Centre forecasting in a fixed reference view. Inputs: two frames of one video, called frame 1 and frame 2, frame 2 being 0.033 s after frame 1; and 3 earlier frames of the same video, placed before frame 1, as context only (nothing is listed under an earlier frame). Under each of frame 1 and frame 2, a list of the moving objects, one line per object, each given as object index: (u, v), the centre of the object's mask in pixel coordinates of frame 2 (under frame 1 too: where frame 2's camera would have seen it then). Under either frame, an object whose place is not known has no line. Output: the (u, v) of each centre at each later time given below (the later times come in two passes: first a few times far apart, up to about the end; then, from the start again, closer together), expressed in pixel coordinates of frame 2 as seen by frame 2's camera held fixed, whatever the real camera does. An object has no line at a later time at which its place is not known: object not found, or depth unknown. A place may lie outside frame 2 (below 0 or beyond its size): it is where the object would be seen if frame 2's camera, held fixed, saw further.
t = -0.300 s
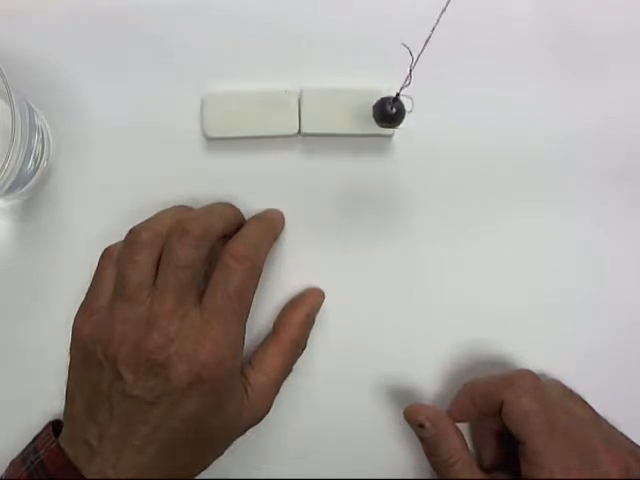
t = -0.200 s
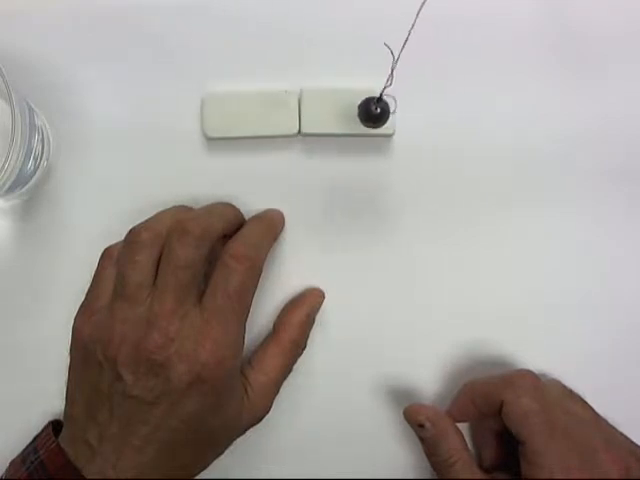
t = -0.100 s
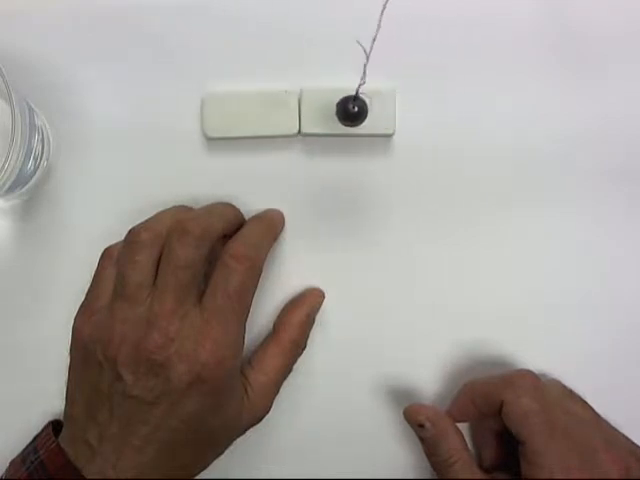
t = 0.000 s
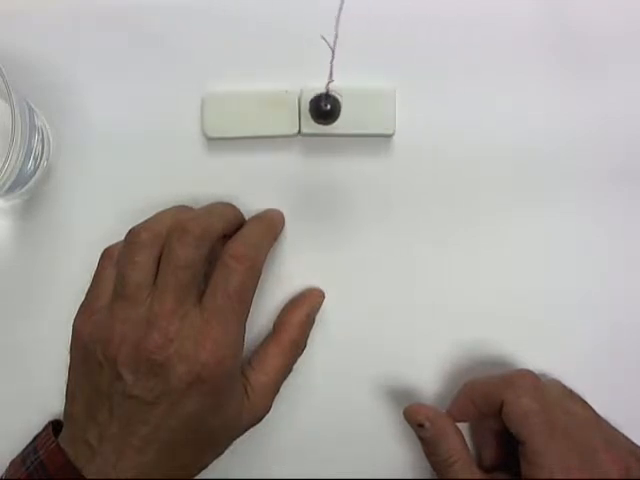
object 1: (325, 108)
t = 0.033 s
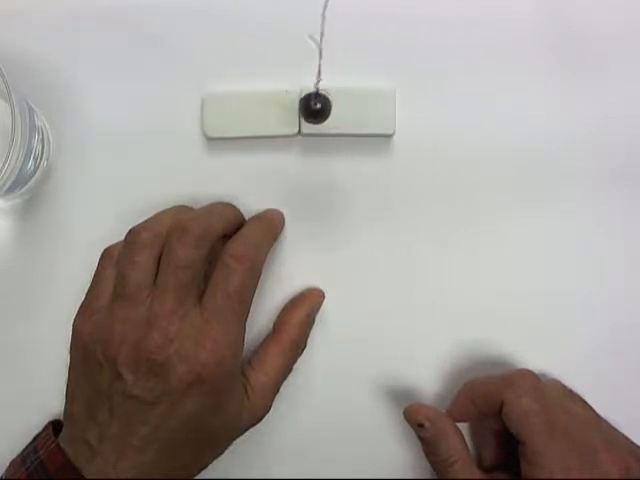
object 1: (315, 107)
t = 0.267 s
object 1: (249, 98)
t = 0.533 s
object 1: (207, 90)
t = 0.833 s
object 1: (234, 88)
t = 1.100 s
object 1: (305, 95)
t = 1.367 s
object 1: (374, 104)
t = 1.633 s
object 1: (396, 111)
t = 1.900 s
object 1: (355, 111)
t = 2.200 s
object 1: (271, 102)
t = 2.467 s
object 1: (214, 92)
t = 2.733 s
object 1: (215, 88)
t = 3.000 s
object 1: (272, 92)
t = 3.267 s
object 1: (348, 101)
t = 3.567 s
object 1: (395, 110)
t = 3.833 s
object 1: (372, 111)
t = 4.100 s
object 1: (304, 106)
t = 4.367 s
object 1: (234, 96)
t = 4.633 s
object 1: (207, 89)
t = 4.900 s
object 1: (243, 90)
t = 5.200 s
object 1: (326, 99)
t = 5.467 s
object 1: (384, 107)
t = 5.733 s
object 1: (389, 112)
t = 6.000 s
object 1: (336, 110)
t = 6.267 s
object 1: (261, 100)
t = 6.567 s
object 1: (209, 90)
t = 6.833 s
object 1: (226, 89)
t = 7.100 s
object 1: (293, 95)
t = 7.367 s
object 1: (364, 104)
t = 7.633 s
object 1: (394, 111)
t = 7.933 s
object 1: (356, 111)
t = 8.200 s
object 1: (283, 104)
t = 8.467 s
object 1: (221, 94)
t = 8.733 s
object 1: (211, 88)
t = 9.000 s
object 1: (260, 91)
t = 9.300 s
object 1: (344, 101)
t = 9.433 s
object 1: (374, 105)
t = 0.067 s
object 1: (306, 106)
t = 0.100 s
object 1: (296, 105)
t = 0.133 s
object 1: (286, 103)
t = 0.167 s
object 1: (276, 102)
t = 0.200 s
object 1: (267, 101)
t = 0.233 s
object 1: (258, 100)
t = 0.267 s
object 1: (249, 98)
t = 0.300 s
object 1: (241, 97)
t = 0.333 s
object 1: (234, 96)
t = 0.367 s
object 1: (227, 95)
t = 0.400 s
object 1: (222, 93)
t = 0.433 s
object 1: (216, 92)
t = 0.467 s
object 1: (212, 92)
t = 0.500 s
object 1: (209, 90)
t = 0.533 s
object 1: (207, 90)
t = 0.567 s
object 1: (206, 89)
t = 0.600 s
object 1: (206, 88)
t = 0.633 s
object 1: (207, 88)
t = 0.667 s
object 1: (209, 88)
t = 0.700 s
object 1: (212, 88)
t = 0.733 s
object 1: (216, 88)
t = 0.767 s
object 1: (221, 88)
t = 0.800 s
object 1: (227, 88)
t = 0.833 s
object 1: (234, 88)
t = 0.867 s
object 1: (241, 89)
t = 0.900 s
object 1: (249, 90)
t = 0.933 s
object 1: (258, 91)
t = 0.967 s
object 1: (267, 91)
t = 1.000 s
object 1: (276, 92)
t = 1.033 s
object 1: (286, 93)
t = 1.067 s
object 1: (295, 94)
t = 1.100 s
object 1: (305, 95)
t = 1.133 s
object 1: (315, 97)
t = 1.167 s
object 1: (325, 98)
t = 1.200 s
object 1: (334, 99)
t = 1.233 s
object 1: (343, 100)
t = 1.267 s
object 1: (352, 101)
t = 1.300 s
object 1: (360, 102)
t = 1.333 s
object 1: (367, 103)
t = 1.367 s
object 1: (374, 104)
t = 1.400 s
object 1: (380, 105)
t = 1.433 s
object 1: (385, 106)
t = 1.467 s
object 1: (389, 107)
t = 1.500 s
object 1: (393, 108)
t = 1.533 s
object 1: (395, 109)
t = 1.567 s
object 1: (396, 109)
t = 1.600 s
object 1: (396, 110)
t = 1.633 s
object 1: (396, 111)
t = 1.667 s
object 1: (394, 111)
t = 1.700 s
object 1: (391, 111)
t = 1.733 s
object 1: (387, 111)
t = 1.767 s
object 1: (382, 111)
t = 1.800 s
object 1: (377, 111)
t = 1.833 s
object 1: (370, 111)
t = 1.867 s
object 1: (363, 111)
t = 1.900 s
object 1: (355, 111)
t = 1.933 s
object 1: (347, 110)
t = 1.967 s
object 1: (338, 109)
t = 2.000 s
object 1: (329, 108)
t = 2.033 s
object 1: (319, 107)
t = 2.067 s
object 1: (310, 106)
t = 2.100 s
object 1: (300, 105)
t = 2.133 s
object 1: (290, 104)
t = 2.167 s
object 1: (280, 103)
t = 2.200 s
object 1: (271, 102)
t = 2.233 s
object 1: (262, 100)
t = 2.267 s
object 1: (253, 99)
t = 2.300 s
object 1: (245, 98)
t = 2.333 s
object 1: (238, 97)
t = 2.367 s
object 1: (231, 96)
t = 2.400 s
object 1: (224, 94)
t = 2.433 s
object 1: (219, 93)
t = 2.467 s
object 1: (214, 92)
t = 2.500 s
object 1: (211, 91)
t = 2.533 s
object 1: (208, 90)
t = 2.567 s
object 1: (207, 89)
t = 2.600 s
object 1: (206, 89)
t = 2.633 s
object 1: (207, 88)
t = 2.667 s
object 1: (208, 88)
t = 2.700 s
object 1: (211, 88)
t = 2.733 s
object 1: (215, 88)
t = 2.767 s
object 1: (220, 88)
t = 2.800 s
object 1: (225, 88)
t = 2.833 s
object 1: (231, 89)
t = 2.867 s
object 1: (238, 89)
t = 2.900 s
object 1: (246, 90)
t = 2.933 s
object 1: (254, 90)
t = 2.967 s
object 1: (263, 91)
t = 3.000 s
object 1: (272, 92)
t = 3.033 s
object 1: (281, 93)
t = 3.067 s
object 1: (291, 94)
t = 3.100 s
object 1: (301, 95)
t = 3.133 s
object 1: (311, 96)
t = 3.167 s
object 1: (320, 97)
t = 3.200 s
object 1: (330, 99)
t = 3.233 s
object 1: (339, 100)
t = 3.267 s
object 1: (348, 101)
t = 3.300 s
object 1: (356, 102)
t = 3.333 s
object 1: (363, 103)
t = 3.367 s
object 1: (371, 104)
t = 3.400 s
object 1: (377, 105)
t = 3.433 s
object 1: (382, 106)
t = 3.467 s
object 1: (387, 107)
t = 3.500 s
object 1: (390, 108)
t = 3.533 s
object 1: (393, 109)
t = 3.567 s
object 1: (395, 110)
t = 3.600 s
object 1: (396, 110)
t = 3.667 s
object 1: (394, 111)
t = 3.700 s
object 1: (391, 112)
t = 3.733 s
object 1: (388, 112)
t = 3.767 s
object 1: (383, 112)
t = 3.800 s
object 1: (378, 112)
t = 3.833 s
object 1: (372, 111)
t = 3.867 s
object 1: (366, 111)
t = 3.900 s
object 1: (358, 111)
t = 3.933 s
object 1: (350, 111)
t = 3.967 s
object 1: (341, 110)
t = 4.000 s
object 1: (332, 109)
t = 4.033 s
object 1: (323, 108)
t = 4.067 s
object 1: (314, 107)
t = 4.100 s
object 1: (304, 106)
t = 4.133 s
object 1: (294, 105)
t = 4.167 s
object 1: (285, 104)
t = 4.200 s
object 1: (275, 103)
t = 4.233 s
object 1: (266, 101)
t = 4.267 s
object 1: (257, 100)
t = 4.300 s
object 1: (249, 99)
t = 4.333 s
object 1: (241, 97)
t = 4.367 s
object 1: (234, 96)
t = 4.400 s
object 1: (227, 95)
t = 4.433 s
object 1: (221, 94)
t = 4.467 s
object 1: (216, 93)
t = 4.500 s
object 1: (213, 92)
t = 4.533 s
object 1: (210, 91)
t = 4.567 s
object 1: (208, 90)
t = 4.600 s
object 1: (207, 89)
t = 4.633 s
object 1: (207, 89)
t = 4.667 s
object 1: (208, 88)
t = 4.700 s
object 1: (210, 88)
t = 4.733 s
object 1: (213, 88)
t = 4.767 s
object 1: (217, 88)
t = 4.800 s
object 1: (223, 88)
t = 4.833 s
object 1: (228, 88)
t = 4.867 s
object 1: (235, 89)
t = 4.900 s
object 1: (243, 90)
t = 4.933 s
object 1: (250, 90)
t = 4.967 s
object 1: (259, 91)
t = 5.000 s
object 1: (268, 92)
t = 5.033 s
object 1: (277, 93)
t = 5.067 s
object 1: (287, 94)
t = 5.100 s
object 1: (297, 95)
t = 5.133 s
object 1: (306, 96)
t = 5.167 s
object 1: (316, 97)
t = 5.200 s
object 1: (326, 99)
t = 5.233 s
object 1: (335, 100)
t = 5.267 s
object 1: (344, 101)
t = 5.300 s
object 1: (352, 102)
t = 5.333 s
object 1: (360, 103)
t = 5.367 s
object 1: (367, 104)
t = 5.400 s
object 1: (374, 105)
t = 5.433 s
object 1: (380, 106)
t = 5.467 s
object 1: (384, 107)
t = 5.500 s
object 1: (388, 108)
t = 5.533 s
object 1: (391, 109)
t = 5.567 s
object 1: (393, 110)
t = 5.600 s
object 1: (395, 110)
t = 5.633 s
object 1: (395, 111)
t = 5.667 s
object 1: (394, 112)
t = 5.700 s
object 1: (392, 112)
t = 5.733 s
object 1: (389, 112)
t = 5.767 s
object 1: (385, 112)
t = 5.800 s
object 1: (380, 112)
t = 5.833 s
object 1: (374, 112)
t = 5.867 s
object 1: (368, 112)
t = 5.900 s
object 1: (361, 111)
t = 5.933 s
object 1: (353, 111)
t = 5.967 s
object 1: (345, 111)
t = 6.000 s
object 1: (336, 110)
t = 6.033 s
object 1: (327, 109)
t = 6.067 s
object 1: (318, 108)
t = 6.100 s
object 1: (308, 107)
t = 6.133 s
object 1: (299, 106)
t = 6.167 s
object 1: (289, 104)
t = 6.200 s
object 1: (279, 103)
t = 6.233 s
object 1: (270, 102)
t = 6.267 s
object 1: (261, 100)
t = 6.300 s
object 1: (252, 99)
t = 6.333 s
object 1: (245, 98)
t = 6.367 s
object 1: (237, 97)
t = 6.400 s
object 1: (230, 96)
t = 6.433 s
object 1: (224, 94)
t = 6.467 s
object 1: (219, 93)
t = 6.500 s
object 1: (214, 92)
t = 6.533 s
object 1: (211, 91)
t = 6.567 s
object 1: (209, 90)
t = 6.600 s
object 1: (207, 90)
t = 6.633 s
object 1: (207, 89)
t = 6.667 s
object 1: (208, 89)
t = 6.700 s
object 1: (209, 88)
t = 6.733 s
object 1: (212, 88)
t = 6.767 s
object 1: (216, 88)
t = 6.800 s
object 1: (220, 88)
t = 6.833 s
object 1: (226, 89)
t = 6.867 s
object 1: (232, 89)
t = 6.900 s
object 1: (240, 89)
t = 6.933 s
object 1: (247, 90)
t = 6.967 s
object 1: (255, 91)
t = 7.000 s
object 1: (264, 92)
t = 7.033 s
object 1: (273, 93)
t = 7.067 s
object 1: (282, 94)
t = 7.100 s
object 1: (293, 95)
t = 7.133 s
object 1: (302, 96)
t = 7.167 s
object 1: (311, 97)
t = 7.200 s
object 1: (321, 98)
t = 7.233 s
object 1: (331, 99)
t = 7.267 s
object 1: (340, 101)
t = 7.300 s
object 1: (348, 102)
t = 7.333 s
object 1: (356, 103)
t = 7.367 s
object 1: (364, 104)
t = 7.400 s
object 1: (371, 105)
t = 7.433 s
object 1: (376, 106)
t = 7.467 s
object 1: (382, 107)
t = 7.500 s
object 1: (386, 108)
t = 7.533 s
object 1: (390, 109)
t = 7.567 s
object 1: (392, 110)
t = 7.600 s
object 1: (394, 111)
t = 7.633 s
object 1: (394, 111)
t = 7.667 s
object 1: (394, 112)
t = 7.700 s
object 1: (392, 112)
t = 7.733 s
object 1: (390, 112)
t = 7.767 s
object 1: (386, 112)
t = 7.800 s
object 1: (382, 112)
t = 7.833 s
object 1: (376, 112)
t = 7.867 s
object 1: (370, 112)
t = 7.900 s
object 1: (364, 112)
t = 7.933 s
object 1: (356, 111)
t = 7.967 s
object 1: (348, 111)
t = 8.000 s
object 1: (339, 110)
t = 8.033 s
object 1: (331, 109)
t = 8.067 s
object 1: (321, 108)
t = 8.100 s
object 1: (312, 107)
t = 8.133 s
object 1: (302, 106)
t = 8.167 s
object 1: (293, 105)
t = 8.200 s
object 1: (283, 104)
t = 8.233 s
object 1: (274, 102)
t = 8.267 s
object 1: (265, 101)
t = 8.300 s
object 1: (256, 100)
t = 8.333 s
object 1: (248, 99)
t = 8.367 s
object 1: (240, 97)
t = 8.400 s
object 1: (233, 96)
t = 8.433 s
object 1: (227, 95)
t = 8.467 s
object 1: (221, 94)
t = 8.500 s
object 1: (216, 92)
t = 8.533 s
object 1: (213, 91)
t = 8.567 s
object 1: (210, 91)
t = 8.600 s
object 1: (208, 90)
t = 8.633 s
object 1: (207, 89)
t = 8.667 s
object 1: (208, 89)
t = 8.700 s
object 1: (209, 88)
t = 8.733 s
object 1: (211, 88)
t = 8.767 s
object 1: (214, 88)
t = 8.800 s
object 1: (219, 88)
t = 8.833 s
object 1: (224, 88)
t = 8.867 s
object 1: (230, 89)
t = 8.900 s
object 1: (236, 89)
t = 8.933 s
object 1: (244, 90)
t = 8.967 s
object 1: (252, 91)
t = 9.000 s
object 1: (260, 91)
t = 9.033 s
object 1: (269, 92)
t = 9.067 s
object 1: (279, 93)
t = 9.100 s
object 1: (288, 94)
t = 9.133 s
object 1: (298, 95)
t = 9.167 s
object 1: (308, 96)
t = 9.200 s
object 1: (317, 97)
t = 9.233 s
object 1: (327, 99)
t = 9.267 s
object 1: (336, 100)
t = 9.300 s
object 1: (344, 101)
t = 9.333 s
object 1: (353, 102)
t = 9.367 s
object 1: (360, 103)
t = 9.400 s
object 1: (367, 104)
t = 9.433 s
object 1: (374, 105)
